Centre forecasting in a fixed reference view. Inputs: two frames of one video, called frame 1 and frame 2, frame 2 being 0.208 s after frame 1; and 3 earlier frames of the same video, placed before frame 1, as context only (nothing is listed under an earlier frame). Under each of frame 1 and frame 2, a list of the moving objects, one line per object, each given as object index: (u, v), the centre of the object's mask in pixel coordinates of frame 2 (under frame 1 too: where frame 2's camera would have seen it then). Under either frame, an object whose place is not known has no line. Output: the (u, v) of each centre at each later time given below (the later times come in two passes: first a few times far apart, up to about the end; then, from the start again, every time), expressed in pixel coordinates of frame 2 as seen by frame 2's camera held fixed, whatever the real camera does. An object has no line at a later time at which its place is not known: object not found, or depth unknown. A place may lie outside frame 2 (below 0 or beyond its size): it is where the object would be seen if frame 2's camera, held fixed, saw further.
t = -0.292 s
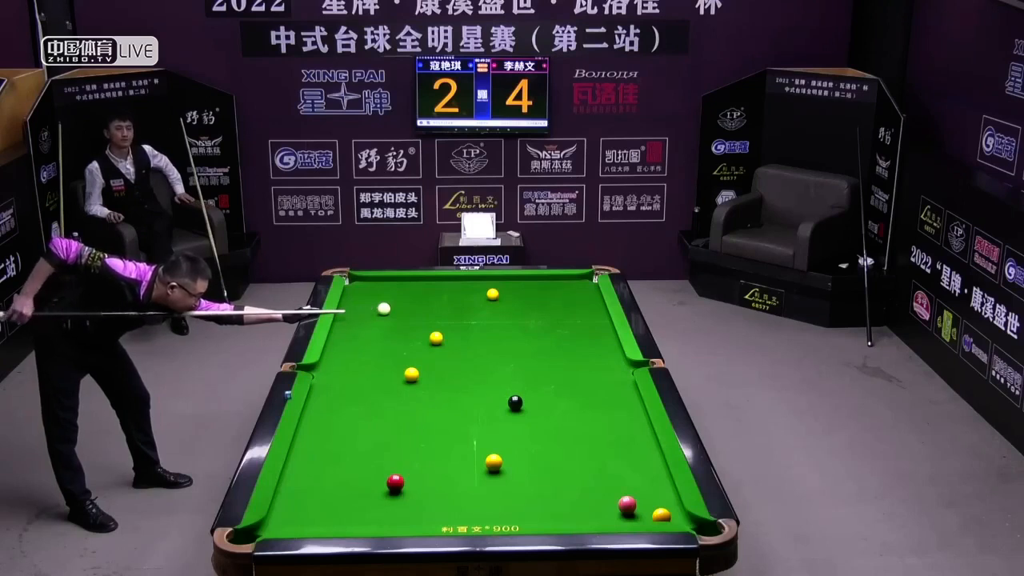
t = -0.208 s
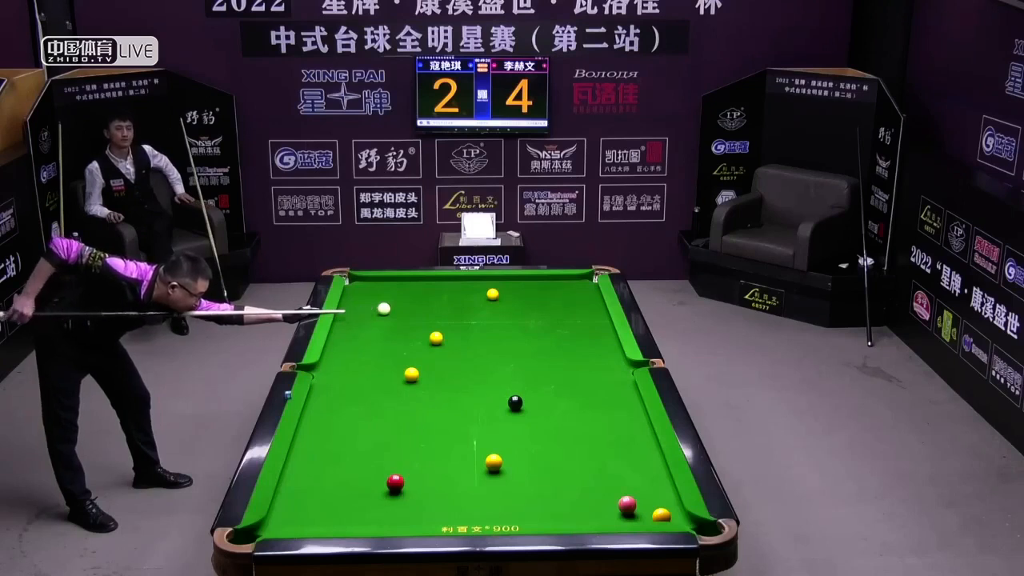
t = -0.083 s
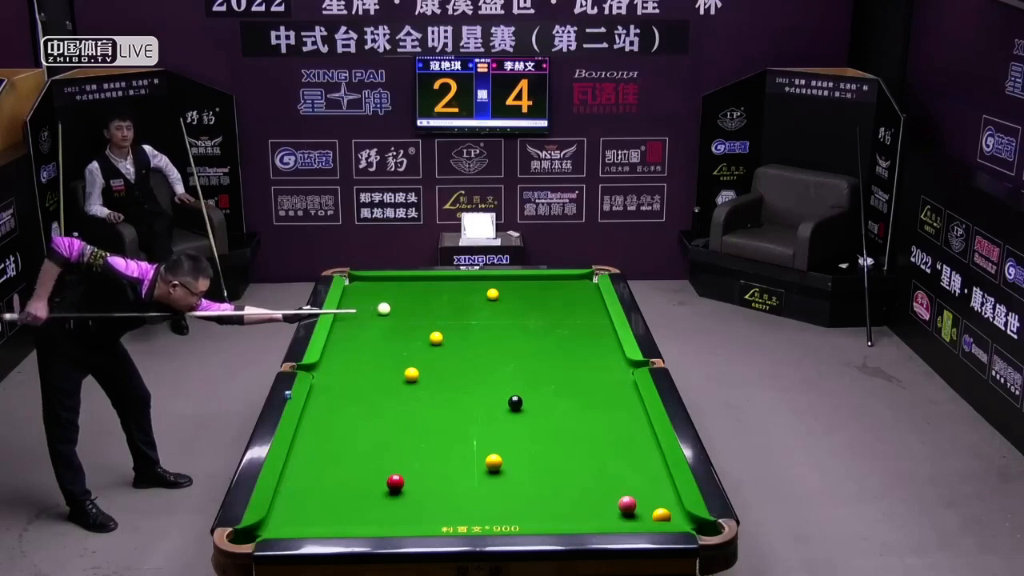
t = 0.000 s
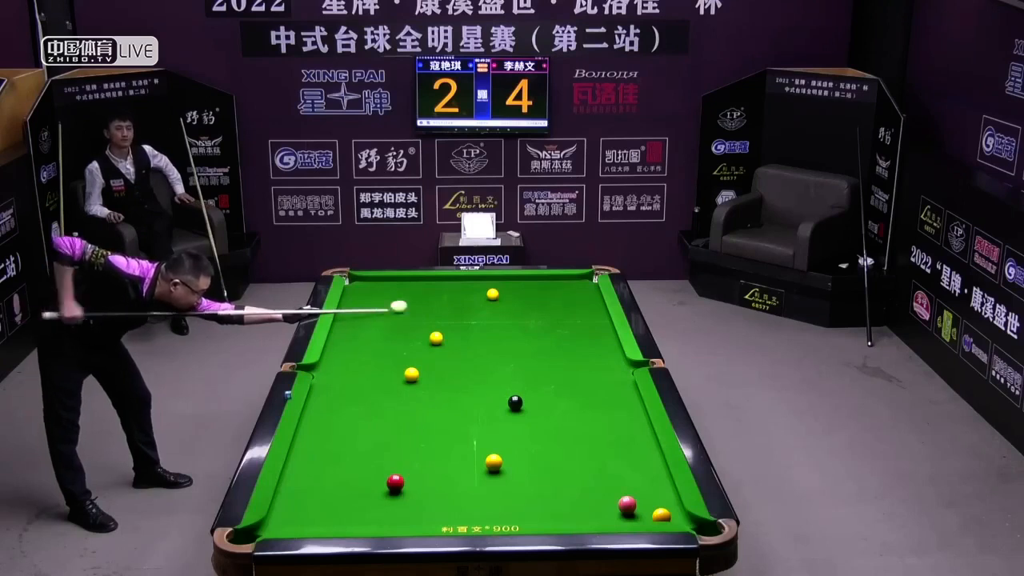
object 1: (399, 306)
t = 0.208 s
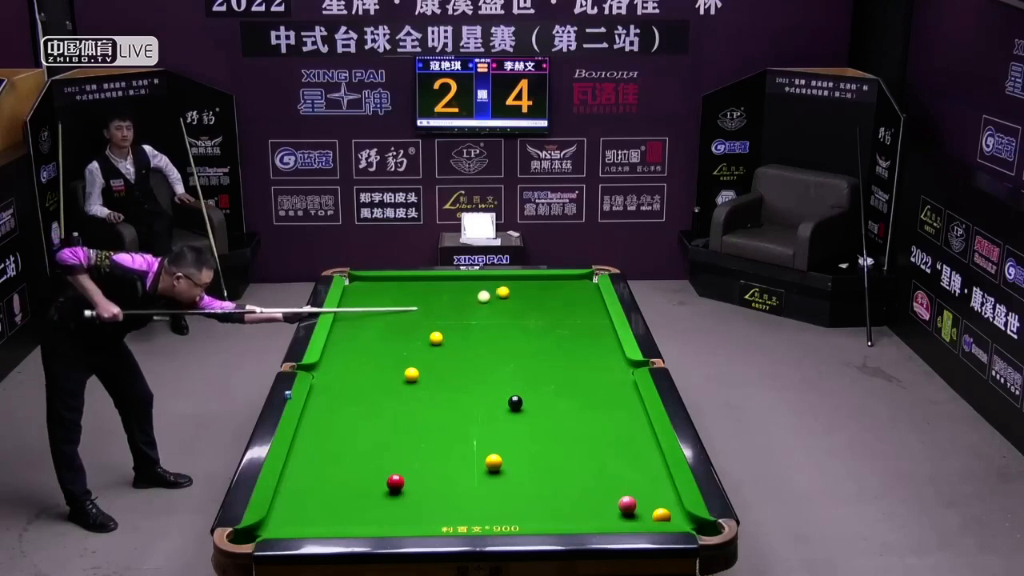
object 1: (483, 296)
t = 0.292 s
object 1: (486, 297)
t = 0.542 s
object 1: (495, 299)
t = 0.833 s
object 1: (504, 301)
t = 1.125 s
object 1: (512, 303)
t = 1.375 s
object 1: (518, 305)
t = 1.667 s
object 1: (523, 306)
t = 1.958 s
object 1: (528, 308)
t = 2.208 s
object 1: (530, 308)
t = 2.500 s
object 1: (532, 309)
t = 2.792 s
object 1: (533, 310)
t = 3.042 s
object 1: (533, 310)
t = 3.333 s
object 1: (533, 310)
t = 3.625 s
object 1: (533, 310)
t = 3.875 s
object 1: (533, 310)
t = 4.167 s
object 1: (533, 310)
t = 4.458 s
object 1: (533, 310)
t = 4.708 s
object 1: (533, 310)
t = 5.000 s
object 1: (533, 310)
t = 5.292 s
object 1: (533, 310)
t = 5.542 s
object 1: (533, 310)
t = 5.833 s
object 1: (533, 310)
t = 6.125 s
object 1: (533, 310)
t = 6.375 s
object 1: (533, 310)
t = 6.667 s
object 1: (533, 310)
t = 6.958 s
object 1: (533, 310)
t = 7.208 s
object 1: (533, 310)
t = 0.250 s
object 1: (484, 296)
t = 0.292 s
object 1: (486, 297)
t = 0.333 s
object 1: (488, 297)
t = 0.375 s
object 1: (489, 298)
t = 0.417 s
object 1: (491, 298)
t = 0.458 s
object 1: (491, 298)
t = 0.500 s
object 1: (493, 298)
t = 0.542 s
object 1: (495, 299)
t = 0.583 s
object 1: (496, 299)
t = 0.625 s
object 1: (497, 300)
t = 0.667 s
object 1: (498, 300)
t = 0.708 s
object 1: (499, 300)
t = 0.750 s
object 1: (501, 301)
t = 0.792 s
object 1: (502, 301)
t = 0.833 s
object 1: (504, 301)
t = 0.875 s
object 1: (504, 301)
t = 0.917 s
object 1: (505, 301)
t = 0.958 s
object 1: (507, 302)
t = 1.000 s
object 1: (508, 302)
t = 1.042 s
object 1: (509, 303)
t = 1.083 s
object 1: (510, 303)
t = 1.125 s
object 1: (512, 303)
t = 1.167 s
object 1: (513, 304)
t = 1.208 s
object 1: (514, 304)
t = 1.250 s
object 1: (515, 304)
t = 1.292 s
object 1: (516, 304)
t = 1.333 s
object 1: (517, 305)
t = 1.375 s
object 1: (518, 305)
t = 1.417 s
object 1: (519, 305)
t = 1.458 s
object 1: (519, 305)
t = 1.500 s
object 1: (520, 305)
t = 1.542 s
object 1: (521, 306)
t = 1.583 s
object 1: (522, 306)
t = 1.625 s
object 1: (523, 306)
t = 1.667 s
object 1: (523, 306)
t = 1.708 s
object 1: (524, 306)
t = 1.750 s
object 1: (525, 307)
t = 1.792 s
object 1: (525, 307)
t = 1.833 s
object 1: (526, 307)
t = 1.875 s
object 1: (526, 307)
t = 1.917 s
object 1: (527, 307)
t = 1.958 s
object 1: (528, 308)
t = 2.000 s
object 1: (528, 308)
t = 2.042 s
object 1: (529, 308)
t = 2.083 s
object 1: (529, 308)
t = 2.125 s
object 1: (530, 308)
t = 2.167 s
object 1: (530, 308)
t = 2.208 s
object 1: (530, 308)
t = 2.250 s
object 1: (531, 308)
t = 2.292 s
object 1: (531, 309)
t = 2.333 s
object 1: (531, 309)
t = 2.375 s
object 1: (532, 309)
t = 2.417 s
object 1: (532, 309)
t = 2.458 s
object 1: (532, 309)
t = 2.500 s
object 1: (532, 309)
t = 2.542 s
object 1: (532, 309)
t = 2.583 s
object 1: (533, 309)
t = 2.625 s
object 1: (533, 309)
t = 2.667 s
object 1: (533, 309)
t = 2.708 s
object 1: (533, 309)
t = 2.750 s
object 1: (533, 310)
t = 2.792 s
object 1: (533, 310)
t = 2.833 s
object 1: (533, 310)
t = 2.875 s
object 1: (533, 310)
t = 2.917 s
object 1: (533, 310)
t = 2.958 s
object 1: (533, 310)
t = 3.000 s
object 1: (533, 310)
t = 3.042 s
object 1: (533, 310)
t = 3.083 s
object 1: (533, 310)
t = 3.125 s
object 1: (533, 310)
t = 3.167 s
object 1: (533, 310)
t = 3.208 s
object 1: (533, 310)
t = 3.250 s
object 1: (533, 310)
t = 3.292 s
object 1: (533, 310)
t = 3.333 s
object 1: (533, 310)
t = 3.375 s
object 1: (533, 310)
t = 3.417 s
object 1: (533, 310)
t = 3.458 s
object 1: (533, 310)
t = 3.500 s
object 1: (533, 310)
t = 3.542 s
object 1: (533, 310)
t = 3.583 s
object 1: (533, 310)
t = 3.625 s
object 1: (533, 310)
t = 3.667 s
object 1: (533, 310)
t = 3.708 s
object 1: (533, 310)
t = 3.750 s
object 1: (533, 310)
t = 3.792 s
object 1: (533, 310)
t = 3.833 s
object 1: (533, 310)
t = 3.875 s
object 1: (533, 310)
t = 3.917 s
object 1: (533, 310)
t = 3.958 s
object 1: (533, 310)
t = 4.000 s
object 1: (533, 310)
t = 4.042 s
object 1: (533, 310)
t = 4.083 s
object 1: (533, 310)
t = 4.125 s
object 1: (533, 310)
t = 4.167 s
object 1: (533, 310)
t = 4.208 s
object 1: (533, 310)
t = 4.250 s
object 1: (533, 310)
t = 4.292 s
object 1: (533, 310)
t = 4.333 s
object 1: (533, 310)
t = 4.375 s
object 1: (533, 310)
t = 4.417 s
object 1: (533, 310)
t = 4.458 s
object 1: (533, 310)
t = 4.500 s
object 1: (533, 310)
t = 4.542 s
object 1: (533, 310)
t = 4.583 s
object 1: (533, 310)
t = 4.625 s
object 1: (533, 310)
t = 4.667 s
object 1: (533, 310)
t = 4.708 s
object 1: (533, 310)
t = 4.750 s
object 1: (533, 310)
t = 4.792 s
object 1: (533, 310)
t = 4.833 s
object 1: (533, 310)
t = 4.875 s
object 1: (533, 310)
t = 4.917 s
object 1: (533, 310)
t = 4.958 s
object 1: (533, 310)
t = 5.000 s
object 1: (533, 310)
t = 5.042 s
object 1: (533, 310)
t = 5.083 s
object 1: (533, 310)
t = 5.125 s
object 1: (533, 310)
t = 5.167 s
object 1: (533, 310)
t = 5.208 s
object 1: (533, 310)
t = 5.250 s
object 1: (533, 310)
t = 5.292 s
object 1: (533, 310)
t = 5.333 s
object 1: (533, 310)
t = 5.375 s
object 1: (533, 310)
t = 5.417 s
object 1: (533, 310)
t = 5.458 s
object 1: (533, 310)
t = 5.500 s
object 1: (533, 310)
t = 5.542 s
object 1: (533, 310)
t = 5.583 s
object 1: (533, 310)
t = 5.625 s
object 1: (533, 310)
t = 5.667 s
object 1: (533, 310)
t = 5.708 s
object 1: (533, 310)
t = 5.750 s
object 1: (533, 310)
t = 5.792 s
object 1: (533, 310)
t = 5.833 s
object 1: (533, 310)
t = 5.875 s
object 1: (533, 310)
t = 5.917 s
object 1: (533, 310)
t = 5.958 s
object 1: (533, 310)
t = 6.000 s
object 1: (533, 310)
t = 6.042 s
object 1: (533, 310)
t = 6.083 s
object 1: (533, 310)
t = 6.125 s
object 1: (533, 310)
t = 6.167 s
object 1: (533, 310)
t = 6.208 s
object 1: (533, 310)
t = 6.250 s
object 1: (533, 310)
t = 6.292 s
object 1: (533, 310)
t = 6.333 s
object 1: (533, 310)
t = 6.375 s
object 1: (533, 310)
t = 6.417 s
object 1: (533, 310)
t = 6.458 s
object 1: (533, 310)
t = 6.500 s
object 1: (533, 310)
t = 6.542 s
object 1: (533, 310)
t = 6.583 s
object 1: (533, 310)
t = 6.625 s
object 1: (533, 310)
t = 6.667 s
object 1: (533, 310)
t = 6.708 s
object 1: (533, 310)
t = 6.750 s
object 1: (533, 310)
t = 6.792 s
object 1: (533, 310)
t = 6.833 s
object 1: (533, 310)
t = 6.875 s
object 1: (533, 310)
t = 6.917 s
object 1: (533, 310)
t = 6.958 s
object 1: (533, 310)
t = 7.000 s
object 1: (533, 310)
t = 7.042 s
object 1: (533, 310)
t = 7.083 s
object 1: (533, 310)
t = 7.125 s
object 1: (533, 310)
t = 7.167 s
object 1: (533, 310)
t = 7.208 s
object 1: (533, 310)
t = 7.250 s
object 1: (533, 310)
